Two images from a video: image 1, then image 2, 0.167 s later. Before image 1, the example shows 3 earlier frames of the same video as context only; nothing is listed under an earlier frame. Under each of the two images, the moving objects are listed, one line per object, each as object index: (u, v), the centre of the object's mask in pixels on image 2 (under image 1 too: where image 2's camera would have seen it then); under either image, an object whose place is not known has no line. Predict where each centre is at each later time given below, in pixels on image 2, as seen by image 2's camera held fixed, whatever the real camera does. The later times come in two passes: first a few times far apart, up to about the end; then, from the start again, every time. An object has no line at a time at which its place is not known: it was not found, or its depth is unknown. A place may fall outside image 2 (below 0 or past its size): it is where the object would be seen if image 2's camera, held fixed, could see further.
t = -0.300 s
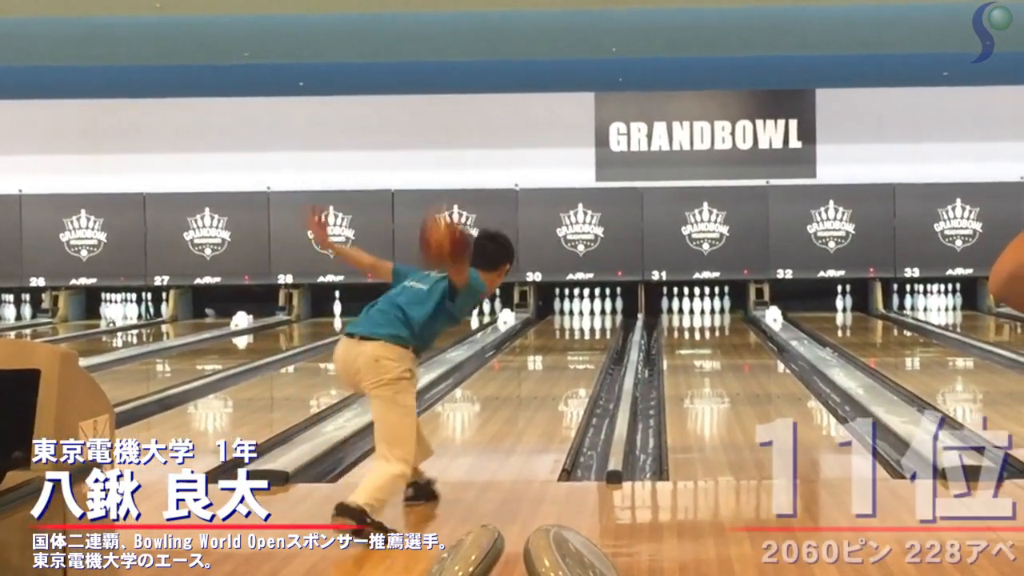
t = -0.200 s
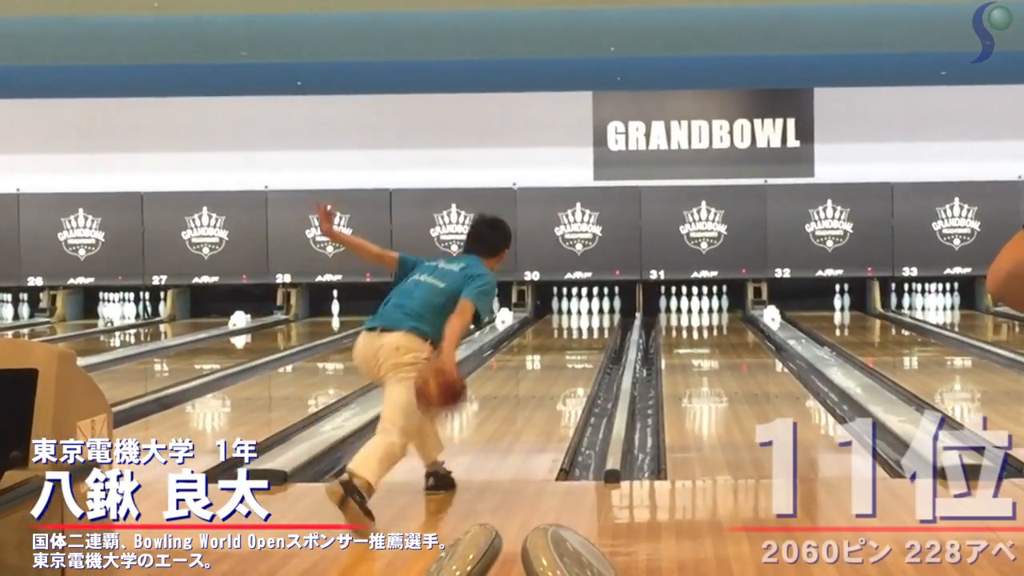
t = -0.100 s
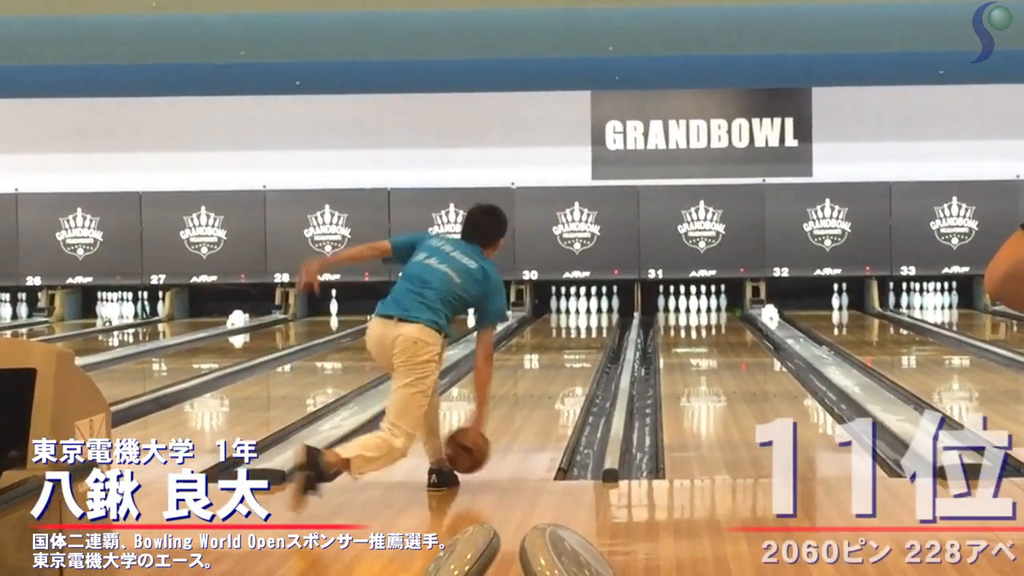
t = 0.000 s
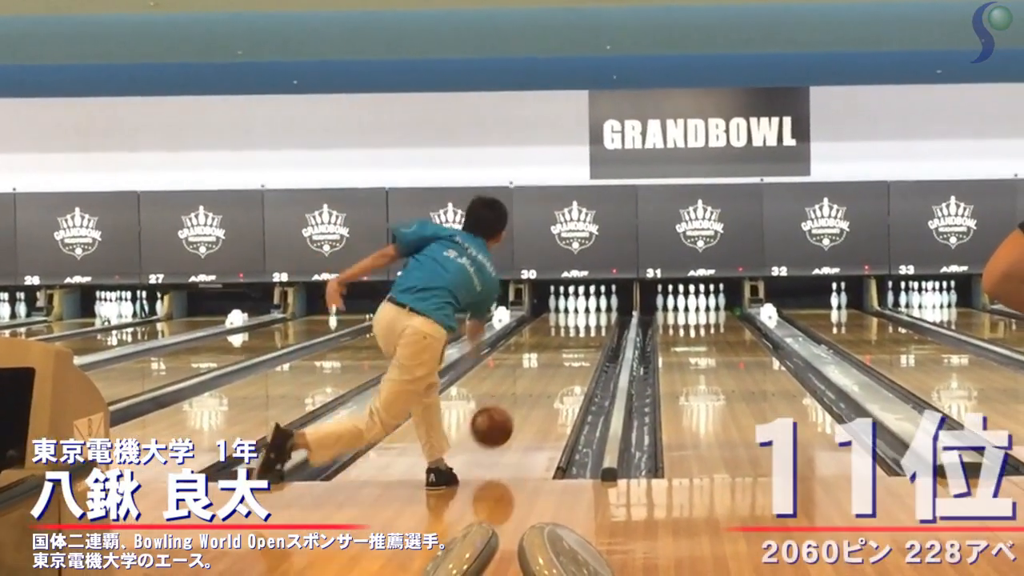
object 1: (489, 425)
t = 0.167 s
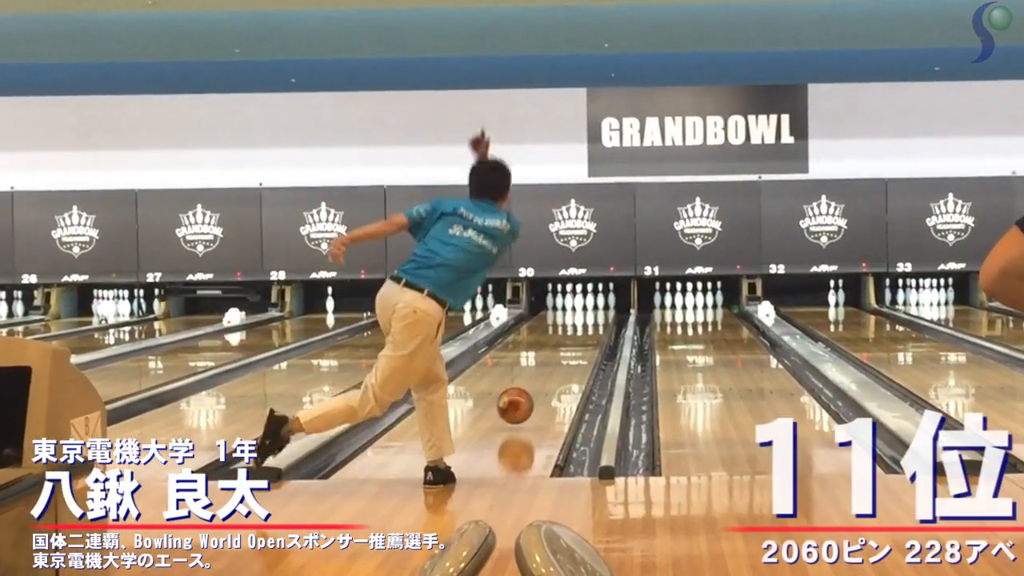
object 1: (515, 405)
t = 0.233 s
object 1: (523, 401)
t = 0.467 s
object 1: (546, 375)
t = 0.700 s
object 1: (561, 355)
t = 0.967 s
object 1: (571, 337)
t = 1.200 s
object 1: (578, 327)
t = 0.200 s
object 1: (519, 407)
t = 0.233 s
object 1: (523, 401)
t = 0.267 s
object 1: (527, 397)
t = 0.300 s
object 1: (530, 394)
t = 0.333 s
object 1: (534, 390)
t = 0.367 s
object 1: (537, 386)
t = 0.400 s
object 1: (540, 383)
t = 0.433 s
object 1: (543, 378)
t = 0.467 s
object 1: (546, 375)
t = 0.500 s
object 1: (548, 372)
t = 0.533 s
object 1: (551, 369)
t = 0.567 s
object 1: (553, 366)
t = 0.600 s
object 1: (555, 363)
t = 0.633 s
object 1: (557, 360)
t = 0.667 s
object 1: (559, 358)
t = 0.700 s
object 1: (561, 355)
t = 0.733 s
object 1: (562, 353)
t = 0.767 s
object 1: (564, 351)
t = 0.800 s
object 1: (565, 350)
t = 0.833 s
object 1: (567, 347)
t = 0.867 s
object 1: (568, 344)
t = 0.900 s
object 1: (570, 342)
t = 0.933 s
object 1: (570, 340)
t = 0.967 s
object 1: (571, 337)
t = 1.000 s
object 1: (574, 335)
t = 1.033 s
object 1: (574, 334)
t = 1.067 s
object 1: (575, 333)
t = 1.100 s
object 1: (575, 333)
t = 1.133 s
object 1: (576, 330)
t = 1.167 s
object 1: (577, 329)
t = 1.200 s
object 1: (578, 327)
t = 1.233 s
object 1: (578, 325)
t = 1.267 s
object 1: (578, 324)
